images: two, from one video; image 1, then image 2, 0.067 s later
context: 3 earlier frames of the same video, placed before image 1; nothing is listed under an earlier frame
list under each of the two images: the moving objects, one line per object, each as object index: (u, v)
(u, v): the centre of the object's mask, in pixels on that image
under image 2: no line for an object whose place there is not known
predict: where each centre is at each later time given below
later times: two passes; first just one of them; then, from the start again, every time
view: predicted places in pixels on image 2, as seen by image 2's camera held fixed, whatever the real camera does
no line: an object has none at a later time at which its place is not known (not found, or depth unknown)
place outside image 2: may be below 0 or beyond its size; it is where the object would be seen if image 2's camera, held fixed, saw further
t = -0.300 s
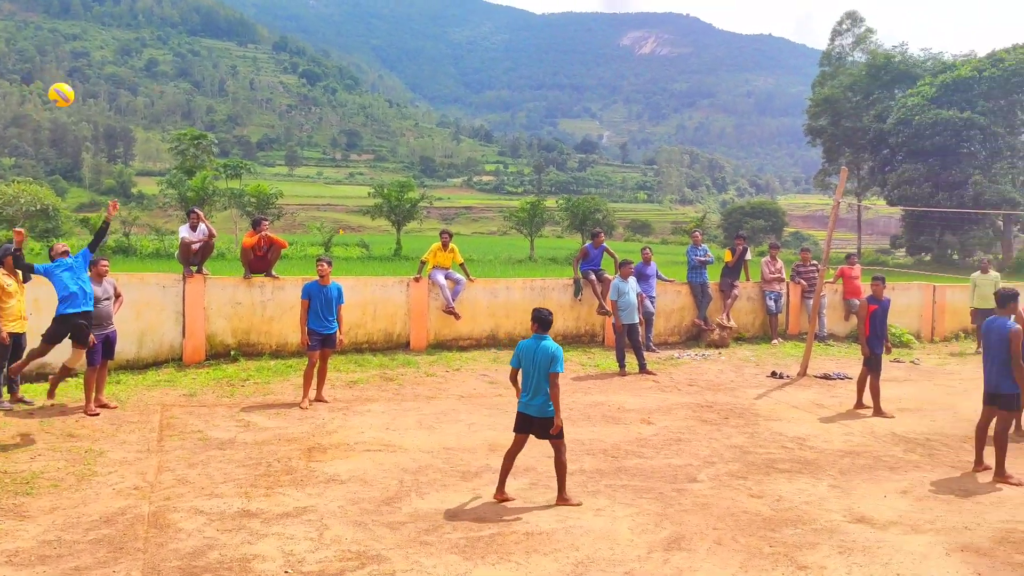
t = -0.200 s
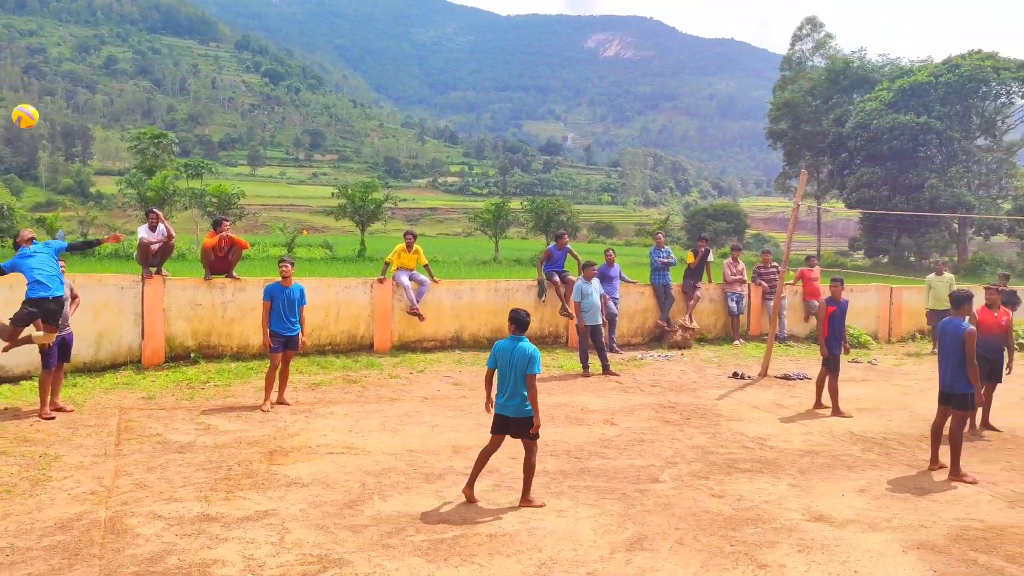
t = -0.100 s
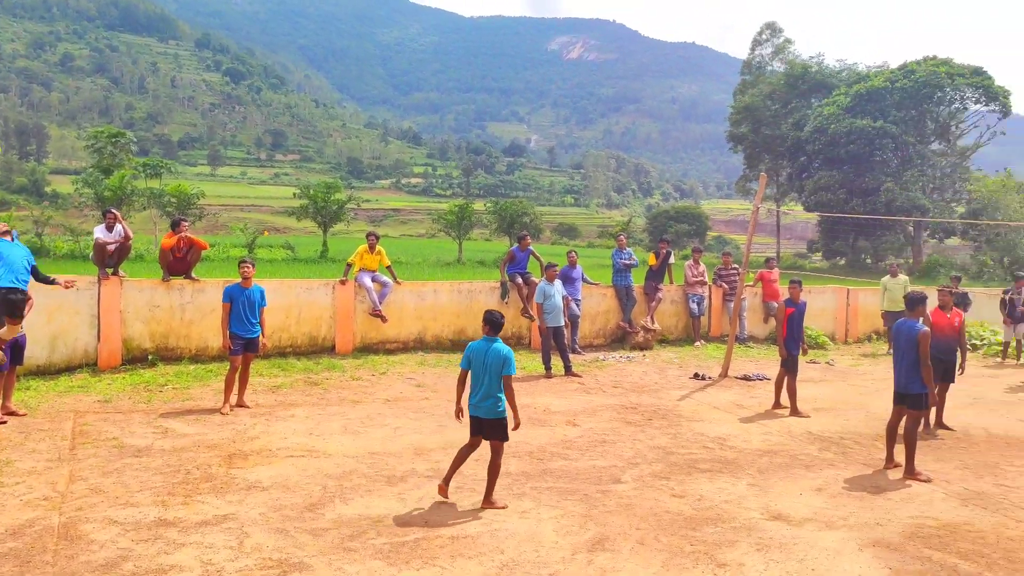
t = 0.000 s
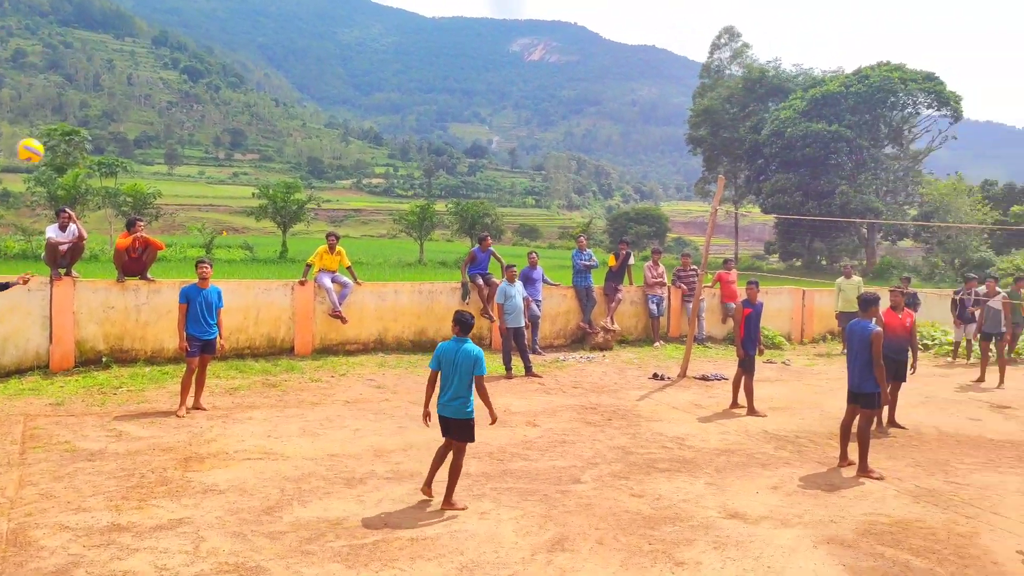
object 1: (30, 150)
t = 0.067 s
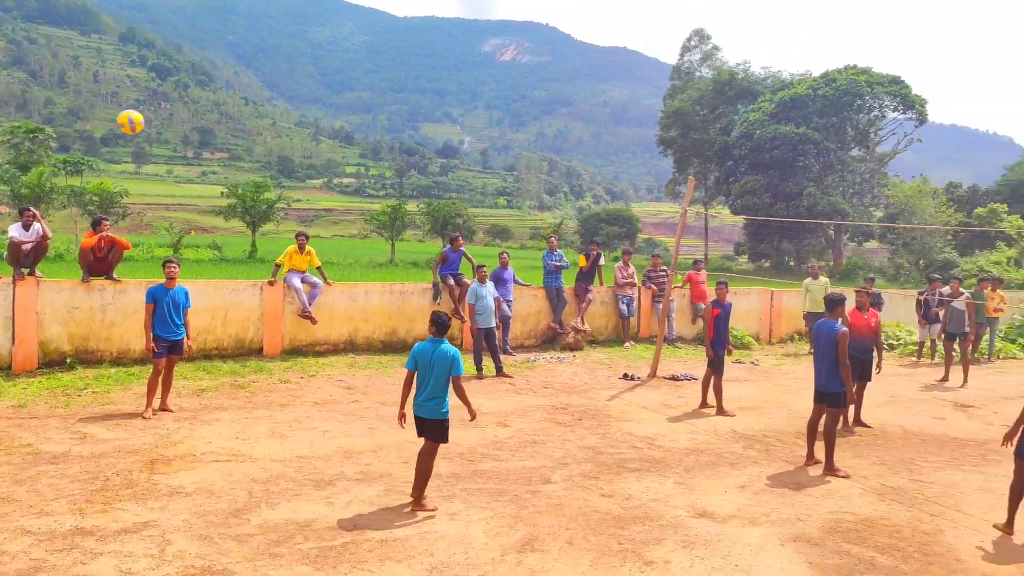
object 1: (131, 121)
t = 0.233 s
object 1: (430, 86)
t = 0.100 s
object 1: (193, 110)
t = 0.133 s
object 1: (256, 101)
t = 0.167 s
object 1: (315, 94)
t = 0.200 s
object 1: (373, 89)
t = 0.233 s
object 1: (430, 86)
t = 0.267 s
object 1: (486, 84)
